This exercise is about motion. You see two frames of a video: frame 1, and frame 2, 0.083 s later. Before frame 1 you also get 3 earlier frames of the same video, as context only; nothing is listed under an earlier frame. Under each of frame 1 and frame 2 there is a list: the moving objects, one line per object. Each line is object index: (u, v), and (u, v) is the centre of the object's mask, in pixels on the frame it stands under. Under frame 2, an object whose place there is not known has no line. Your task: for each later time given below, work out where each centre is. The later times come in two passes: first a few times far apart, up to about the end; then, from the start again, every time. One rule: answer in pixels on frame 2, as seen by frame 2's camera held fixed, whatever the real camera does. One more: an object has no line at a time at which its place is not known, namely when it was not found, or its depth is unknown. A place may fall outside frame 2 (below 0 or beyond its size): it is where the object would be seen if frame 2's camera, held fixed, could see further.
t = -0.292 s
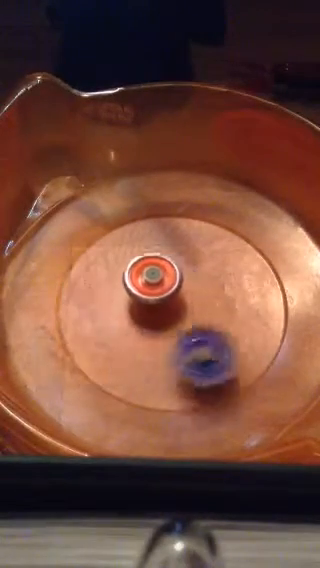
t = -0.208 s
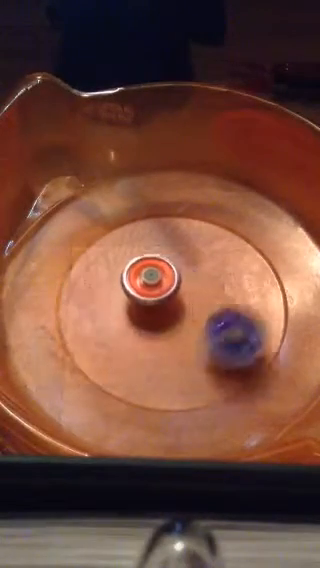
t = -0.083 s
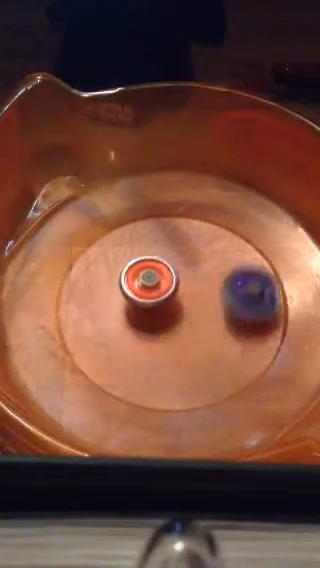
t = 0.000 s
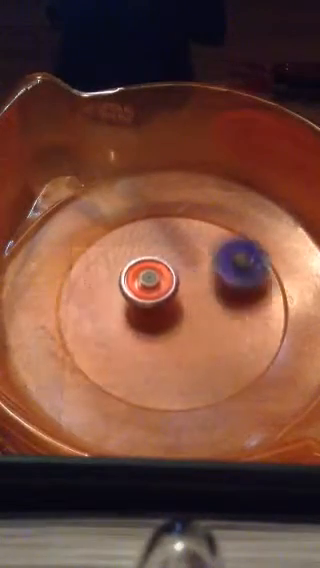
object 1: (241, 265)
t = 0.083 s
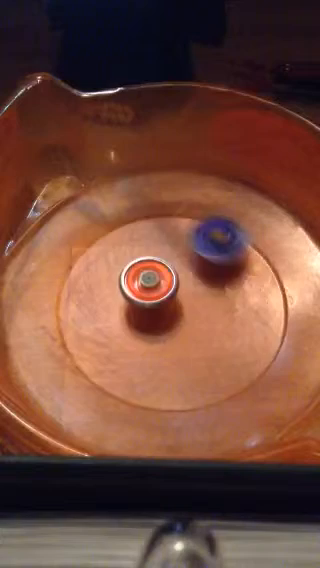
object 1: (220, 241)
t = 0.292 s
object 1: (138, 232)
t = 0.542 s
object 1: (90, 305)
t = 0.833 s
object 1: (186, 360)
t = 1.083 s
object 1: (253, 300)
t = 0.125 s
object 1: (204, 233)
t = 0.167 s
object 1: (188, 228)
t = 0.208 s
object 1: (172, 226)
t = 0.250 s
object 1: (155, 227)
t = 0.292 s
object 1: (138, 232)
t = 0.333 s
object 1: (122, 238)
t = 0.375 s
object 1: (107, 249)
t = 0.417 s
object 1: (97, 261)
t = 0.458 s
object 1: (91, 275)
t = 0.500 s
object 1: (88, 291)
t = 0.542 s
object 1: (90, 305)
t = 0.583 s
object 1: (96, 321)
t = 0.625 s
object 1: (106, 334)
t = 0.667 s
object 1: (118, 346)
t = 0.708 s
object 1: (134, 354)
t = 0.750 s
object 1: (150, 359)
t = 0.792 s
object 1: (169, 363)
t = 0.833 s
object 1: (186, 360)
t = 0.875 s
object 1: (203, 357)
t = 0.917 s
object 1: (220, 351)
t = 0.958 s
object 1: (234, 340)
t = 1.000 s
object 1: (244, 328)
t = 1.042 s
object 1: (250, 314)
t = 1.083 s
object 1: (253, 300)
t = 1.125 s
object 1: (250, 285)
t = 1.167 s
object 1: (242, 269)
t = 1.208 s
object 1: (233, 256)
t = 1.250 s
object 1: (221, 247)
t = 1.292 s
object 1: (205, 238)
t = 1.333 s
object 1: (189, 233)
